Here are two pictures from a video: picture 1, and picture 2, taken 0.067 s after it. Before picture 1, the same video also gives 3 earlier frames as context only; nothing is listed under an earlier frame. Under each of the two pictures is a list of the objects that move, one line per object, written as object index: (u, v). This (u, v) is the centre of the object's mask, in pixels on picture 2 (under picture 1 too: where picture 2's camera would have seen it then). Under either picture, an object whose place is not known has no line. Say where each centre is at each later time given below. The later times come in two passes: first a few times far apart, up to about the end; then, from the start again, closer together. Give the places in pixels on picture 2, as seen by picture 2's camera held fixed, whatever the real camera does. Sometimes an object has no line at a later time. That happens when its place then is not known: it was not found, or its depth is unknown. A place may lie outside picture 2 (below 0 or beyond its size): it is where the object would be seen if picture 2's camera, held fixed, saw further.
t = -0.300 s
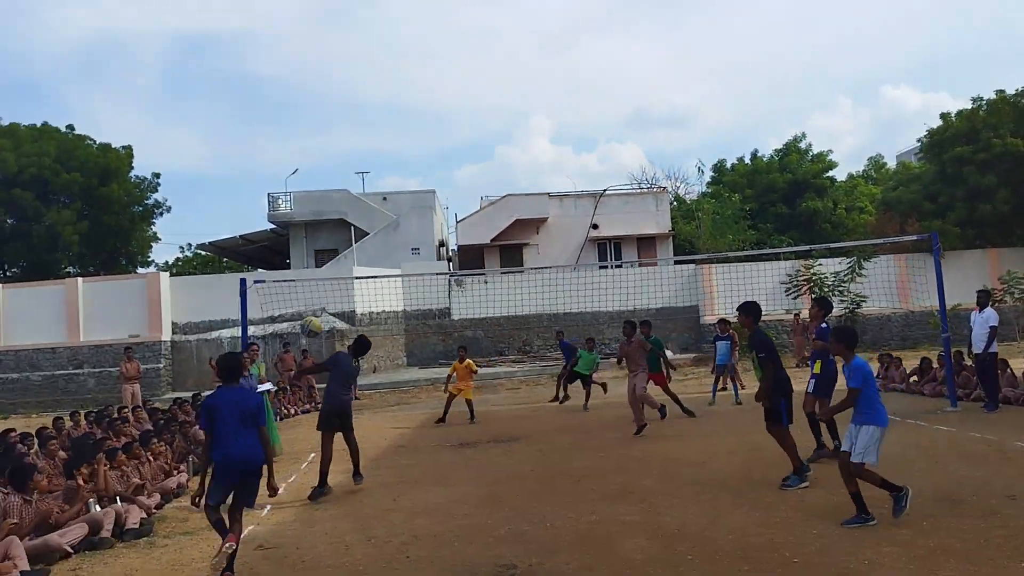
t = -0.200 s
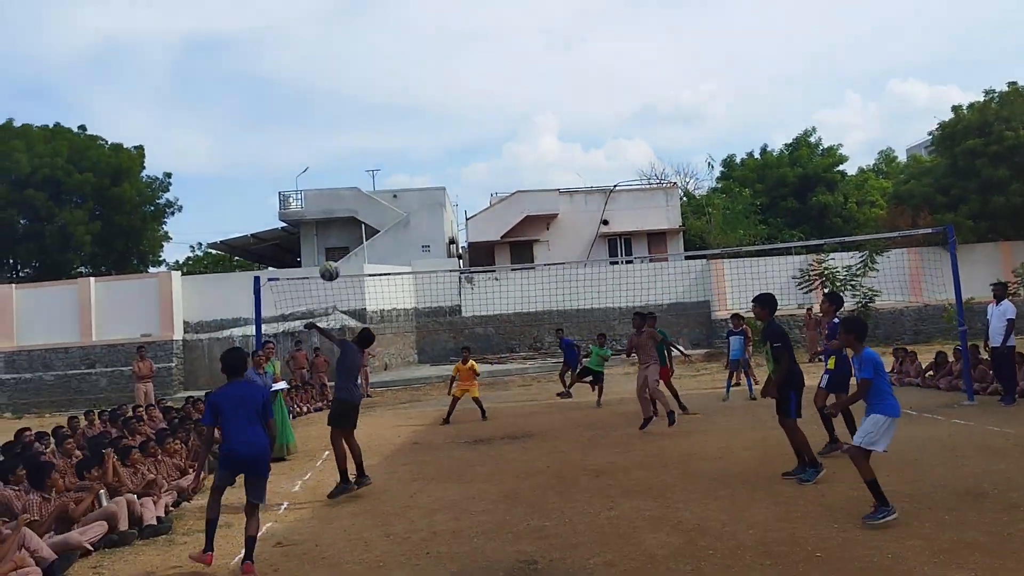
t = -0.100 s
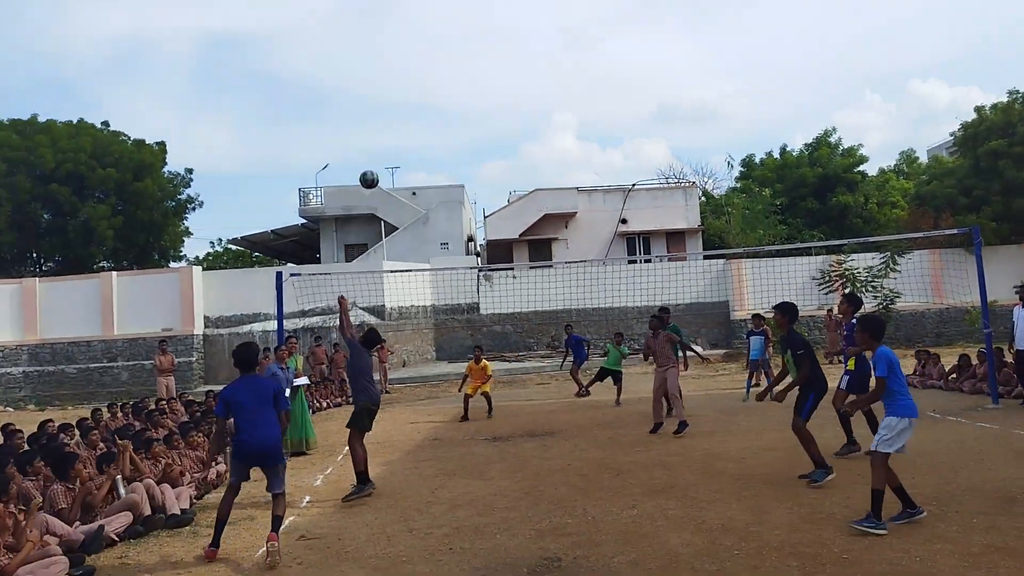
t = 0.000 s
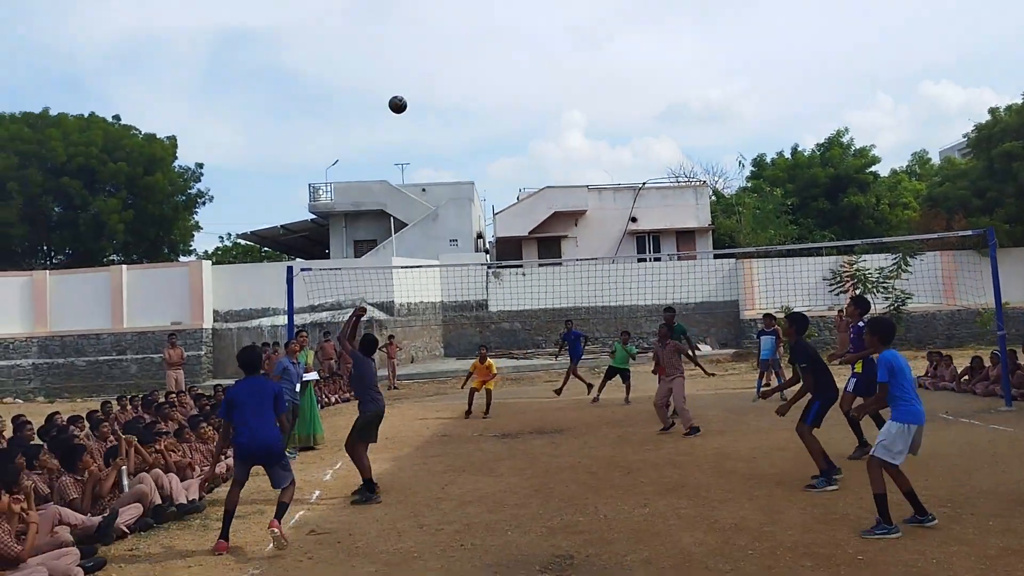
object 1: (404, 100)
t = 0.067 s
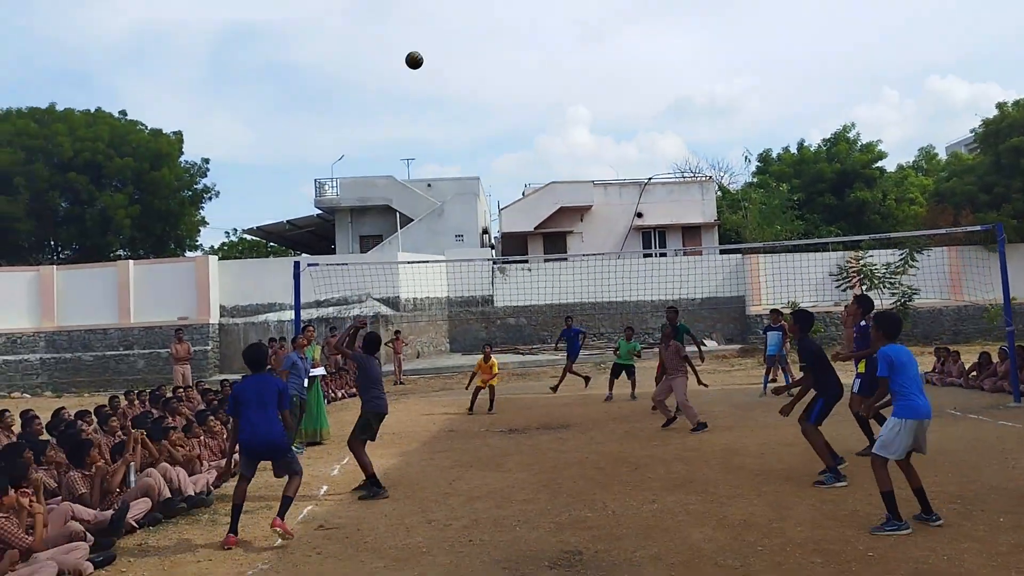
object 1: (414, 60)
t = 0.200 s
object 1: (433, 4)
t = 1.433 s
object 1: (582, 82)
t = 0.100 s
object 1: (419, 43)
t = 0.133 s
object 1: (424, 27)
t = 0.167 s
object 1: (429, 13)
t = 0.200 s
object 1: (433, 4)
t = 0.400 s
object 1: (461, -60)
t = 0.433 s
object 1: (464, -67)
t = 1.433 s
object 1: (582, 82)
